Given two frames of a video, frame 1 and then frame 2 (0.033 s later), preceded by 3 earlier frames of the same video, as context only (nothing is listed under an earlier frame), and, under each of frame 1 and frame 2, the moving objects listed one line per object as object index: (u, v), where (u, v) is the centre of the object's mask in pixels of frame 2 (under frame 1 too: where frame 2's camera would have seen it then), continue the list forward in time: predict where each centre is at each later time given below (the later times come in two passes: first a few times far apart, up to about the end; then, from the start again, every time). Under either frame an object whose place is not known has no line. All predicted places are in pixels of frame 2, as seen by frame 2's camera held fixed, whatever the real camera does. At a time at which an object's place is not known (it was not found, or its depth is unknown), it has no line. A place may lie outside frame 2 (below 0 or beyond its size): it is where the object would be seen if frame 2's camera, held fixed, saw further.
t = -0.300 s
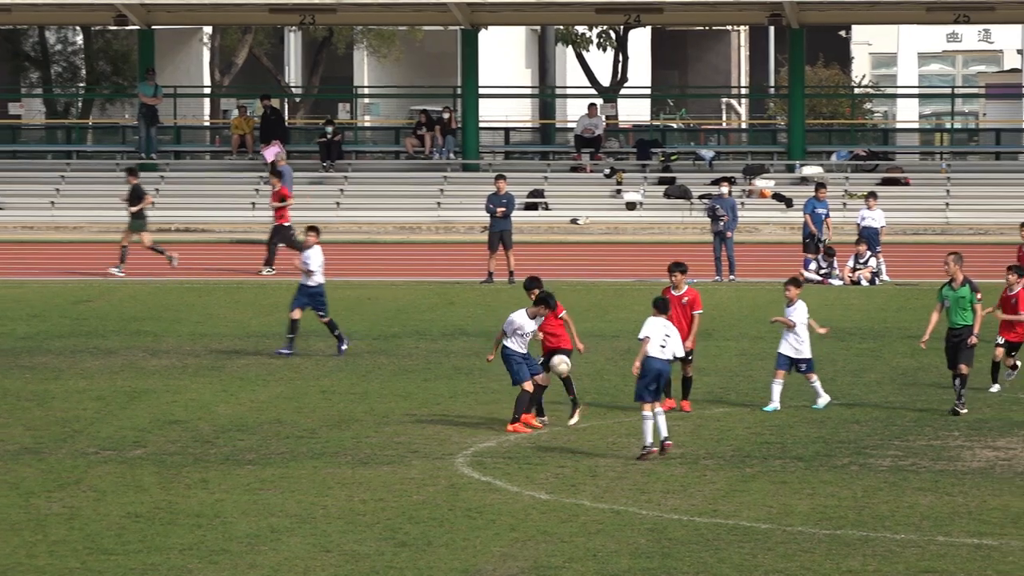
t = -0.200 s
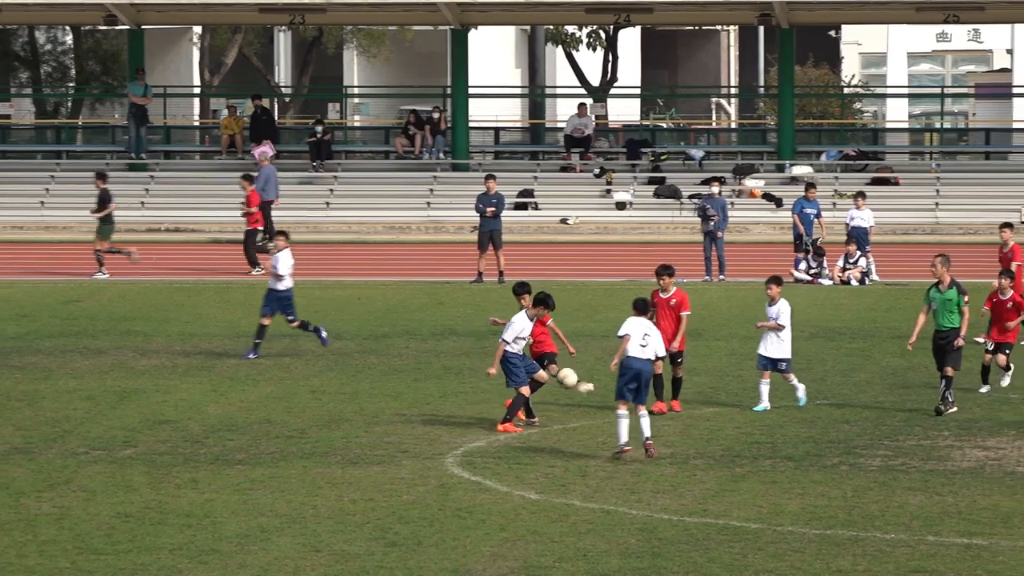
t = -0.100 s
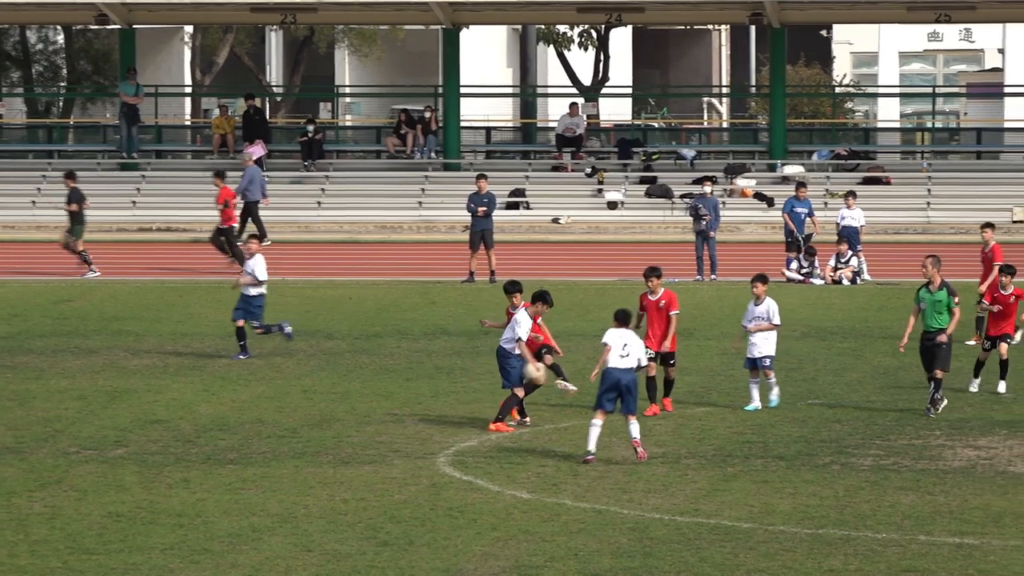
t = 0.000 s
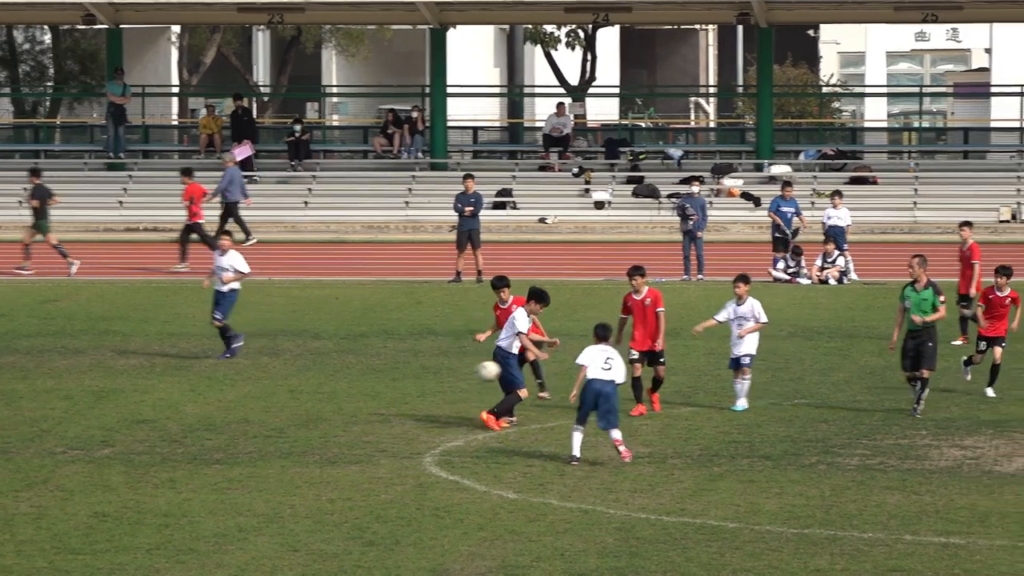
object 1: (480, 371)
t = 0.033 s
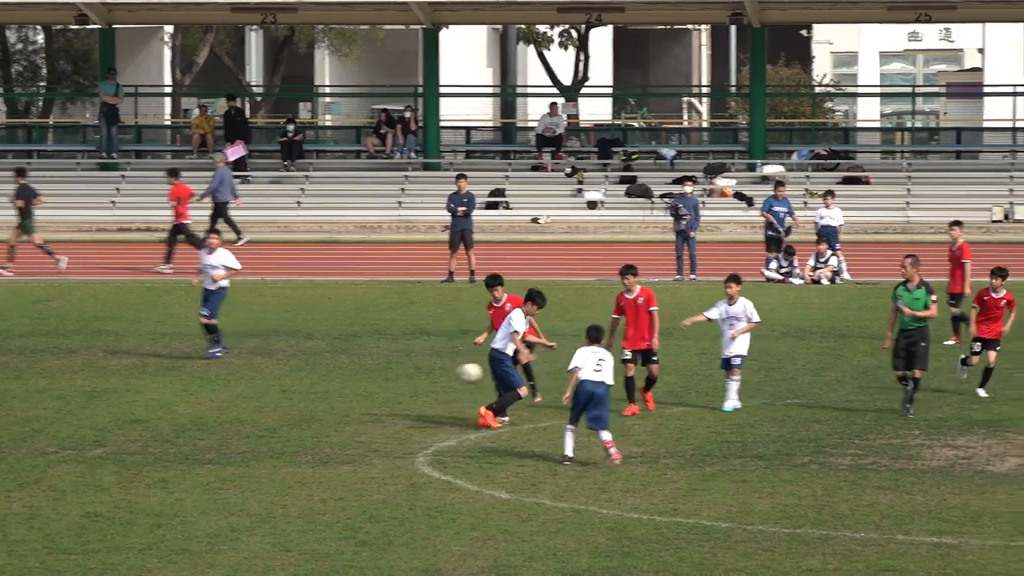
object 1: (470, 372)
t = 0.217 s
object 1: (409, 401)
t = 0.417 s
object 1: (359, 405)
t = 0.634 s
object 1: (315, 402)
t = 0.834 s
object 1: (274, 423)
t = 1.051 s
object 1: (230, 419)
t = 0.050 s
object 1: (464, 374)
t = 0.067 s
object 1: (459, 375)
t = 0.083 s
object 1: (453, 377)
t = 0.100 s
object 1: (448, 379)
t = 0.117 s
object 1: (441, 382)
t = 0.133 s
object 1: (436, 385)
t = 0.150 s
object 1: (431, 387)
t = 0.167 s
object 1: (426, 390)
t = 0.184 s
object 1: (420, 393)
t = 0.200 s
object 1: (415, 397)
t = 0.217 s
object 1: (409, 401)
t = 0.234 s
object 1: (404, 405)
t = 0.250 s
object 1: (399, 409)
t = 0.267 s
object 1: (393, 413)
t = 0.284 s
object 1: (387, 419)
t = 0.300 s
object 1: (382, 422)
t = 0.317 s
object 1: (378, 421)
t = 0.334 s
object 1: (375, 418)
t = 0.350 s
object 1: (372, 415)
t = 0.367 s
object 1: (368, 412)
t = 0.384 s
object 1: (365, 409)
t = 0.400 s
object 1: (362, 407)
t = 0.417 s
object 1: (359, 405)
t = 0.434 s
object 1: (356, 403)
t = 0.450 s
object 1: (352, 401)
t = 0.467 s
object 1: (349, 400)
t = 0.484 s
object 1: (345, 399)
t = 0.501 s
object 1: (342, 398)
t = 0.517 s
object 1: (339, 398)
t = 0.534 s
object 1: (335, 397)
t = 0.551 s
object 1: (332, 397)
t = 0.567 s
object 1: (328, 397)
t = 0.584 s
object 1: (325, 398)
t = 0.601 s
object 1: (322, 399)
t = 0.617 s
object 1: (318, 400)
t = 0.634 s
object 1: (315, 402)
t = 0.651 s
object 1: (312, 403)
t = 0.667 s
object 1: (308, 405)
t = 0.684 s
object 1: (305, 407)
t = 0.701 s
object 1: (302, 409)
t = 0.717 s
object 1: (298, 412)
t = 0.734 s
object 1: (295, 415)
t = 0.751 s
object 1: (291, 418)
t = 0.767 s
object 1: (287, 422)
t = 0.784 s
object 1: (284, 425)
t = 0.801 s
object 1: (282, 427)
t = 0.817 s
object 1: (278, 425)
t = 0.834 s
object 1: (274, 423)
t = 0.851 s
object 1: (271, 421)
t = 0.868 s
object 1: (268, 419)
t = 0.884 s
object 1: (265, 418)
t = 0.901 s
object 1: (261, 417)
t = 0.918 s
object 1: (258, 416)
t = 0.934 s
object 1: (255, 416)
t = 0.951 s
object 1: (251, 415)
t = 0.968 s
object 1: (248, 415)
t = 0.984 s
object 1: (244, 415)
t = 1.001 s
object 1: (241, 416)
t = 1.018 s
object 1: (237, 417)
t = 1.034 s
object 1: (234, 418)
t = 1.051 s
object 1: (230, 419)
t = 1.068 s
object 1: (227, 421)
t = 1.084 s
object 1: (223, 423)
